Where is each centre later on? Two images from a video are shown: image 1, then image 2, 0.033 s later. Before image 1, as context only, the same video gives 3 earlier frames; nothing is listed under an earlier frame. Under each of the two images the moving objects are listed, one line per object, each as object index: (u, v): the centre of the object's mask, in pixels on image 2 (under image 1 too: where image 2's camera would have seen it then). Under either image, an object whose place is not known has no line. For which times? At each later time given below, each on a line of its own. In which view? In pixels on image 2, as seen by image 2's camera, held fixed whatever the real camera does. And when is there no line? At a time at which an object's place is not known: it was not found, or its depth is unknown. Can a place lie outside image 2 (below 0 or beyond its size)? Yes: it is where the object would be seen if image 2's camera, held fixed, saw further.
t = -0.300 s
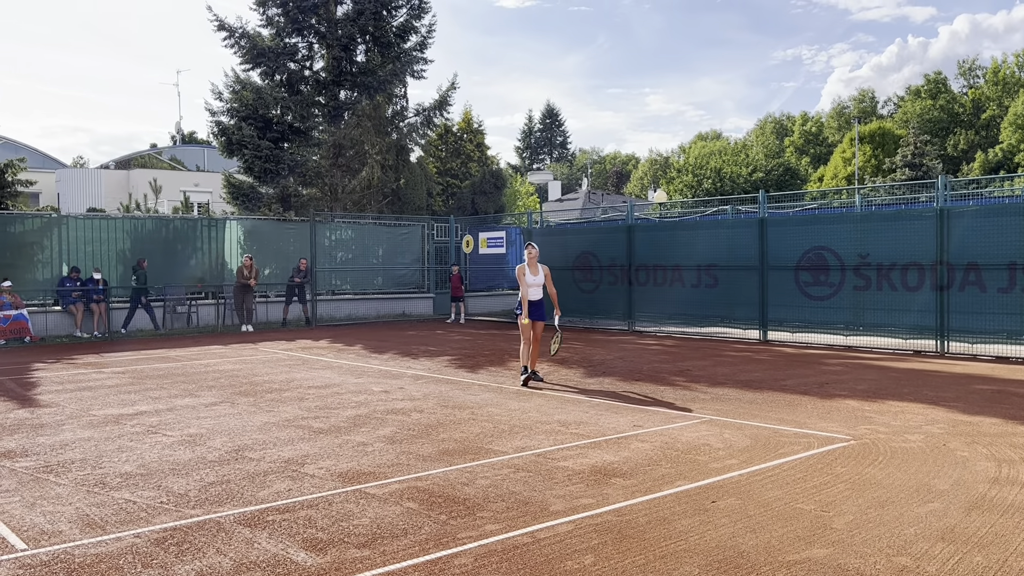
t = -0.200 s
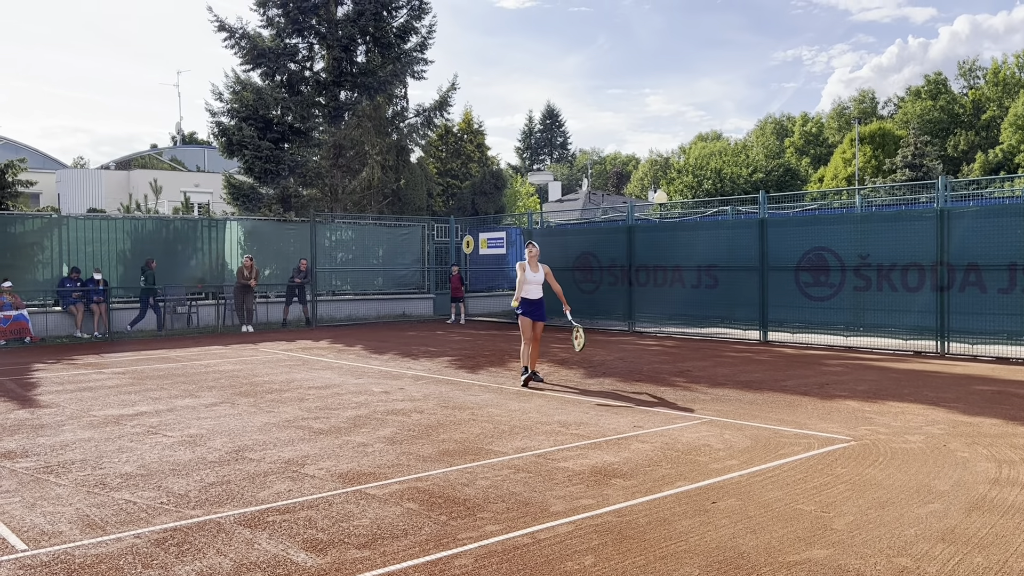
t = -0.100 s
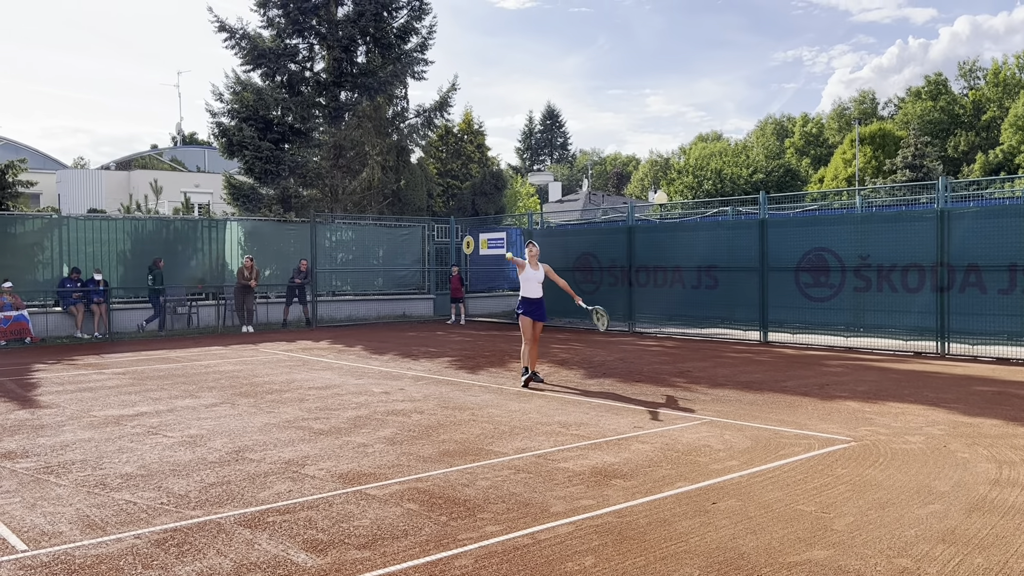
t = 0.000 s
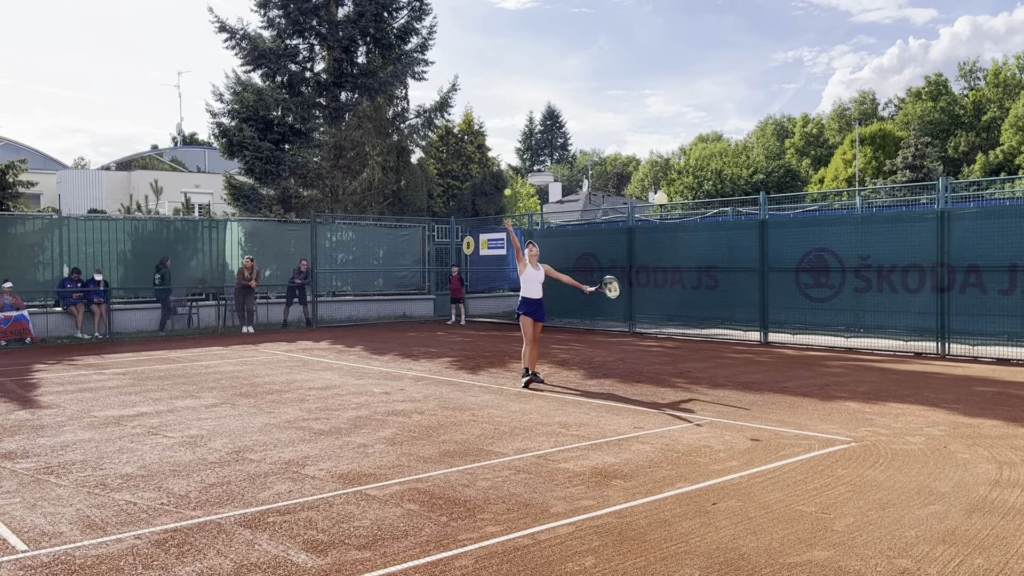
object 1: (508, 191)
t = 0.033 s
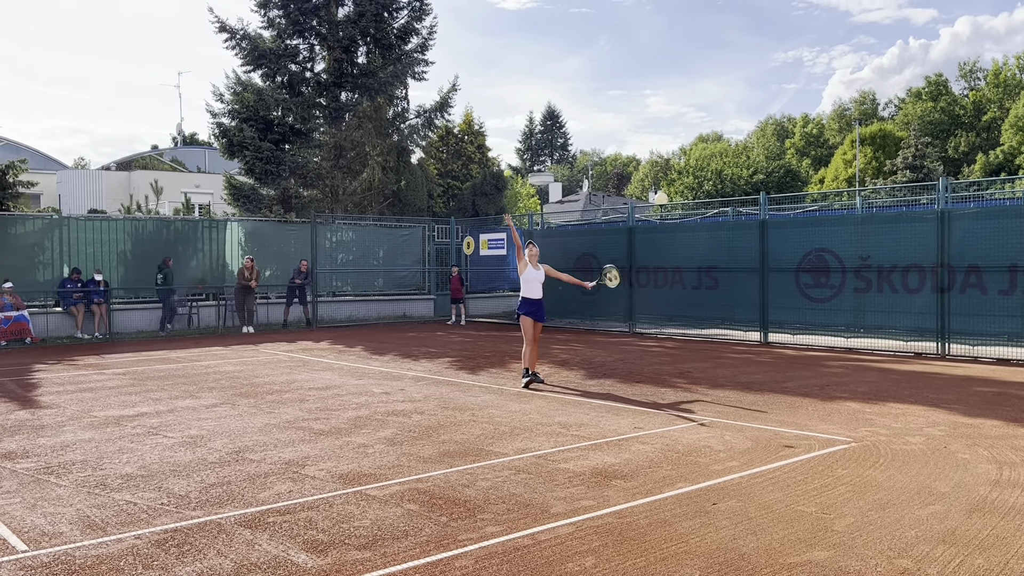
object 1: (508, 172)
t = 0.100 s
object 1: (507, 136)
